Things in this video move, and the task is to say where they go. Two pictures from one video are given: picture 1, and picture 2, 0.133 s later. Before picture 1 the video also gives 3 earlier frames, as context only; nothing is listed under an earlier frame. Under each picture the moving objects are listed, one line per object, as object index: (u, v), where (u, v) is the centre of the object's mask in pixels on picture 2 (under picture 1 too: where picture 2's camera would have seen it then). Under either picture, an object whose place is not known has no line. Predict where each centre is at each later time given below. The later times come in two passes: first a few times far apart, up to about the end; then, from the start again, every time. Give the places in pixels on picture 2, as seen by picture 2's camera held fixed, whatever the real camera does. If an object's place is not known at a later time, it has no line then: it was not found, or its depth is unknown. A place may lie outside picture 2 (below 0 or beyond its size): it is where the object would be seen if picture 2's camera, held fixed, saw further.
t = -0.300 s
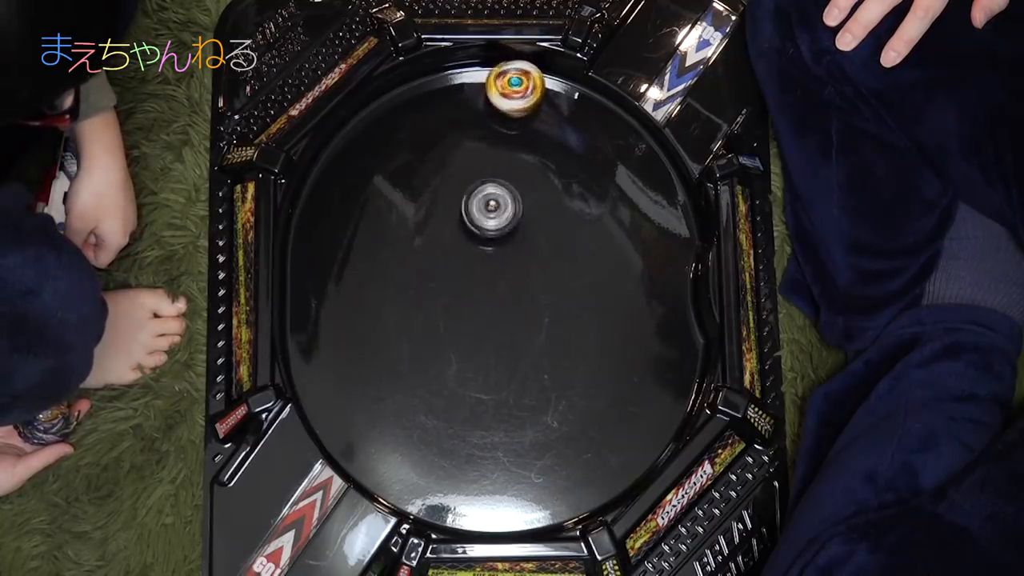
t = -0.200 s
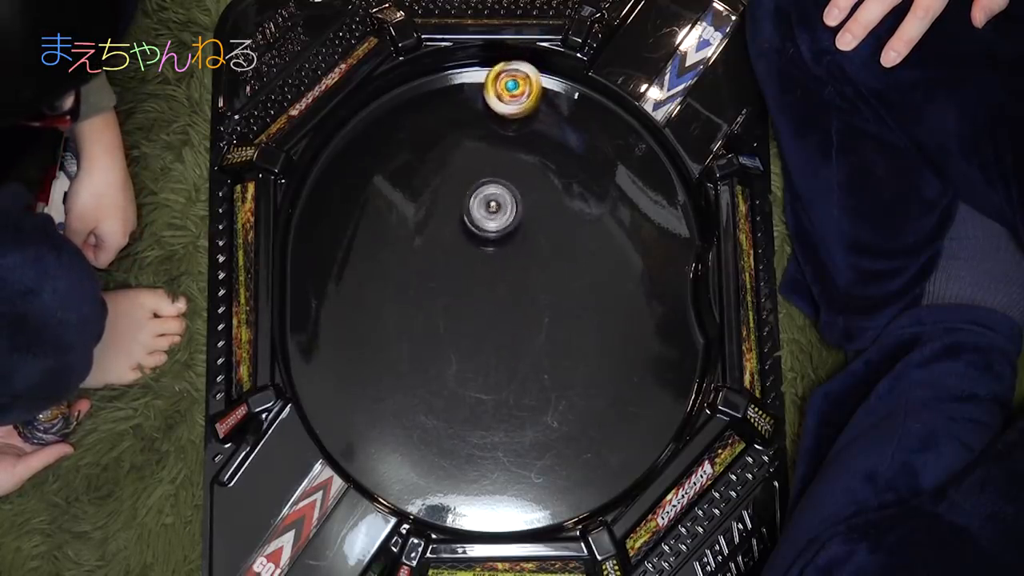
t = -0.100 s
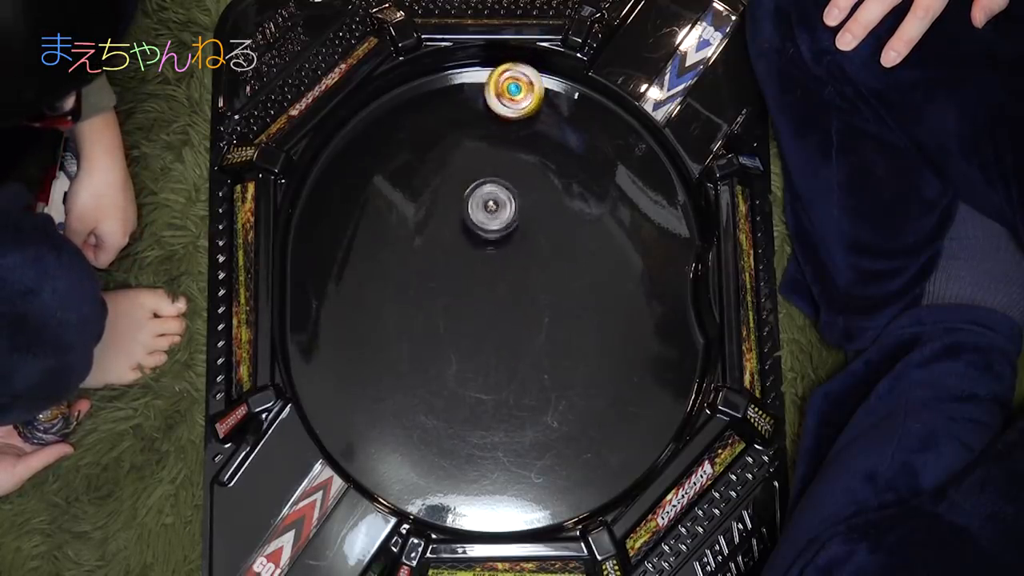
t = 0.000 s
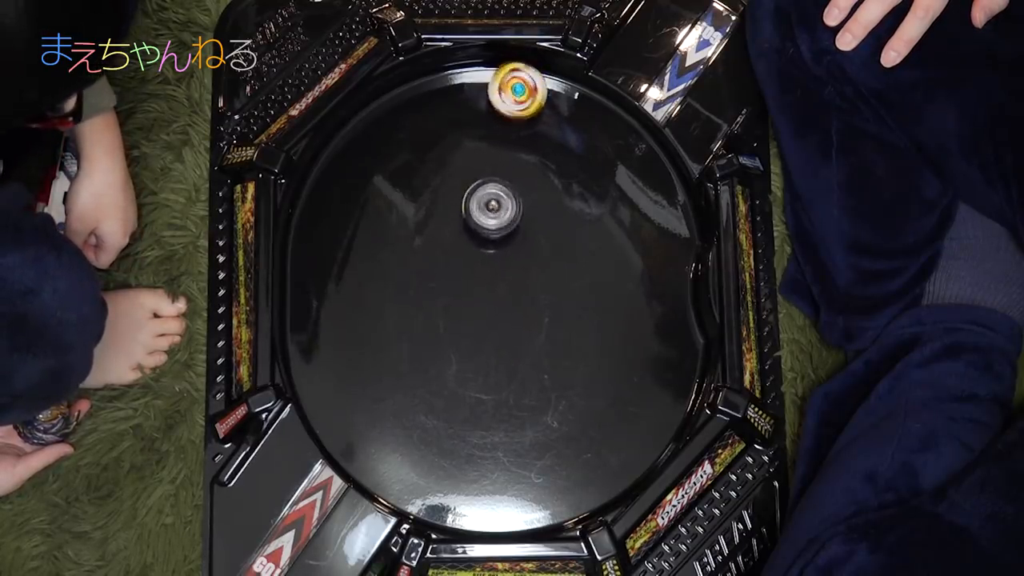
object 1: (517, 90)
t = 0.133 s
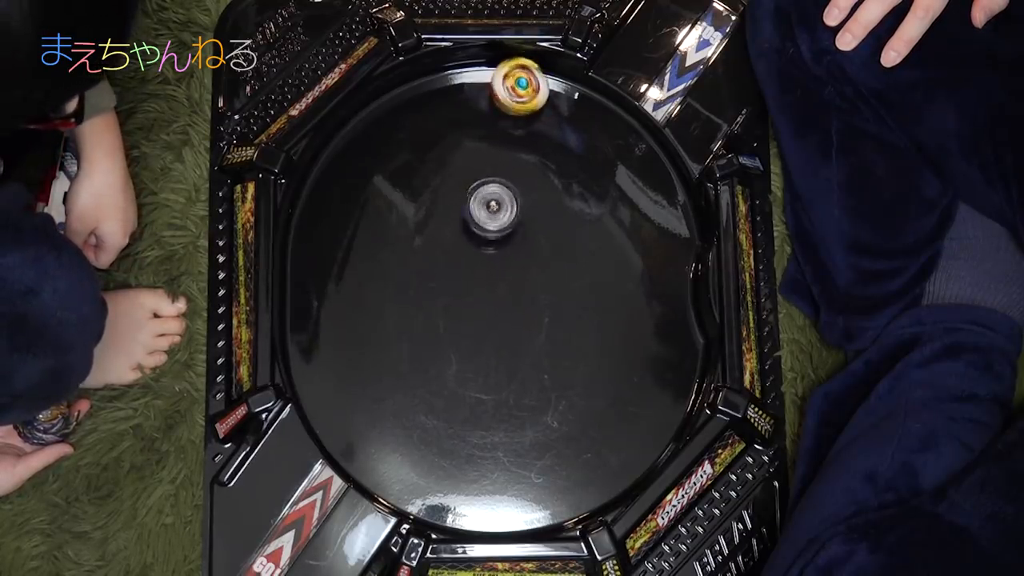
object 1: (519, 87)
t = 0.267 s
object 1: (515, 95)
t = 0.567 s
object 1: (510, 107)
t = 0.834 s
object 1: (523, 108)
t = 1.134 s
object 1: (513, 96)
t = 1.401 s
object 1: (509, 104)
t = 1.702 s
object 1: (509, 104)
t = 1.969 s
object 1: (503, 105)
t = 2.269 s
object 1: (495, 105)
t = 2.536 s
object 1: (493, 106)
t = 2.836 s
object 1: (495, 104)
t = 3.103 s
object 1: (492, 97)
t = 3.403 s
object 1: (485, 96)
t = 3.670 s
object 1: (484, 94)
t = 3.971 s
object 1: (482, 86)
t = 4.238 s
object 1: (486, 88)
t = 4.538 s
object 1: (493, 85)
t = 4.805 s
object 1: (493, 88)
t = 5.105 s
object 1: (493, 94)
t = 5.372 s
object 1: (492, 93)
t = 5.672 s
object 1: (489, 92)
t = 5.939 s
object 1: (489, 90)
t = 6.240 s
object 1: (489, 83)
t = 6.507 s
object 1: (488, 84)
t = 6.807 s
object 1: (488, 83)
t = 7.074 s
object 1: (492, 83)
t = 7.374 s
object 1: (495, 94)
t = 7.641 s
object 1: (493, 102)
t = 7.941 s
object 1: (488, 99)
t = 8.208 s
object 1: (478, 108)
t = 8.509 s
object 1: (492, 110)
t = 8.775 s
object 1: (492, 102)
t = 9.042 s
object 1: (482, 102)
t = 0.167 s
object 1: (518, 85)
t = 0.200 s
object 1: (517, 85)
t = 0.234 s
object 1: (516, 91)
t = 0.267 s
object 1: (515, 95)
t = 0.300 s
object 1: (515, 99)
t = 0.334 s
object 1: (514, 101)
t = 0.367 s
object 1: (514, 102)
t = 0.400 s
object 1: (513, 102)
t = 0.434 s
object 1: (512, 103)
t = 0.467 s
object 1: (511, 104)
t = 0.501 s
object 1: (510, 105)
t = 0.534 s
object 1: (510, 106)
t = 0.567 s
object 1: (510, 107)
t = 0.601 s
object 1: (512, 109)
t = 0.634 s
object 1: (513, 110)
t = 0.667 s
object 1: (514, 111)
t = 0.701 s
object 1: (516, 111)
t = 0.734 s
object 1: (518, 111)
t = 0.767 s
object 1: (519, 110)
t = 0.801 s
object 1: (521, 109)
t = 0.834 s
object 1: (523, 108)
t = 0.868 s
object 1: (523, 106)
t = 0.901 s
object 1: (523, 105)
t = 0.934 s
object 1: (523, 102)
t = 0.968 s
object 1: (523, 100)
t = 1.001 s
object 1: (522, 98)
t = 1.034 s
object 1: (520, 97)
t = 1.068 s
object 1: (518, 96)
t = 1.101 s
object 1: (515, 96)
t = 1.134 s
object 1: (513, 96)
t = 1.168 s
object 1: (511, 96)
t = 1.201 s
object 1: (510, 98)
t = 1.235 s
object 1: (509, 98)
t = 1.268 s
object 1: (508, 100)
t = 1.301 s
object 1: (509, 101)
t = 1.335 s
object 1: (508, 102)
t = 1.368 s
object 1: (509, 103)
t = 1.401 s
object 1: (509, 104)
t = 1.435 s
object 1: (510, 104)
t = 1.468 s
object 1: (510, 105)
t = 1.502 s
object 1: (511, 105)
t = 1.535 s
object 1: (511, 105)
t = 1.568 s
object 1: (511, 105)
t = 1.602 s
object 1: (510, 105)
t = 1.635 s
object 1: (510, 105)
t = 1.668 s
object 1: (510, 104)
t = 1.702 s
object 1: (509, 104)
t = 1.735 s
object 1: (509, 105)
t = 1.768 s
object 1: (509, 105)
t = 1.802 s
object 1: (508, 105)
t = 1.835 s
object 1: (507, 105)
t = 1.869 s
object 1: (506, 104)
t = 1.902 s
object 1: (505, 104)
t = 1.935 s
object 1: (504, 104)
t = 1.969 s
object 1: (503, 105)
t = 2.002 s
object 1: (502, 105)
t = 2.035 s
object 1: (501, 105)
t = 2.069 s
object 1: (500, 105)
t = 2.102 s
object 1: (499, 104)
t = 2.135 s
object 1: (499, 105)
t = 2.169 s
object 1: (498, 105)
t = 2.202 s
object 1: (497, 105)
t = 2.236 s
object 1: (497, 105)
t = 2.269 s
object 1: (495, 105)
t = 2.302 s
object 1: (495, 105)
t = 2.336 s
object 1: (494, 105)
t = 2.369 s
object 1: (494, 105)
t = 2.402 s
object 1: (494, 106)
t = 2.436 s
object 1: (493, 106)
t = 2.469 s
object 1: (493, 106)
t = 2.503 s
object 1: (493, 105)
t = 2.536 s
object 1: (493, 106)
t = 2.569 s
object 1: (493, 106)
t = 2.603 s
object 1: (493, 106)
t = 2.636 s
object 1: (494, 105)
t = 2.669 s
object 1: (494, 105)
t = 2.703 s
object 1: (494, 105)
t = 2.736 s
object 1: (494, 105)
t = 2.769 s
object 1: (494, 105)
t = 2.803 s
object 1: (495, 104)
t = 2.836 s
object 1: (495, 104)
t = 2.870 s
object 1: (495, 103)
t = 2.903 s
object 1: (495, 102)
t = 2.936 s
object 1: (495, 101)
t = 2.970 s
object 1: (495, 100)
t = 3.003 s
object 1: (494, 99)
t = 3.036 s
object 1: (494, 99)
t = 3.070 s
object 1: (493, 98)
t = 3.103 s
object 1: (492, 97)
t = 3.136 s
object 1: (492, 97)
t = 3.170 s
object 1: (490, 96)
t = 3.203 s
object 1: (490, 96)
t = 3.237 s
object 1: (489, 95)
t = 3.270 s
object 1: (487, 95)
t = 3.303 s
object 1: (486, 96)
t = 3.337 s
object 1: (486, 95)
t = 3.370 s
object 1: (486, 96)
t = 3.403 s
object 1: (485, 96)
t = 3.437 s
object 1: (484, 97)
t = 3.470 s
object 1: (484, 96)
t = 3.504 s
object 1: (484, 96)
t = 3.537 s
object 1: (485, 96)
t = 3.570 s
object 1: (484, 96)
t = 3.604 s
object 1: (484, 95)
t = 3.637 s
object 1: (484, 95)
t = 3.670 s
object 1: (484, 94)
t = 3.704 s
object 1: (484, 94)
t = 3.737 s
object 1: (484, 94)
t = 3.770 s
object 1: (484, 92)
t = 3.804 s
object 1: (484, 92)
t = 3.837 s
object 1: (484, 91)
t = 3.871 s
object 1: (483, 90)
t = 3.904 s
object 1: (483, 88)
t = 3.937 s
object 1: (483, 87)
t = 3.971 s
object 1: (482, 86)
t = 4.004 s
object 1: (481, 84)
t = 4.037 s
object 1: (481, 82)
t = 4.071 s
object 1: (482, 84)
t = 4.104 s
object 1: (482, 85)
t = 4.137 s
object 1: (483, 86)
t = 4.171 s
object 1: (484, 87)
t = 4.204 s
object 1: (485, 87)
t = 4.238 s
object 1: (486, 88)
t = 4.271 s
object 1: (488, 87)
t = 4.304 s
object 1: (488, 87)
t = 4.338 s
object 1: (489, 87)
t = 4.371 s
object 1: (490, 87)
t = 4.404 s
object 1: (491, 86)
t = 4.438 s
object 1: (491, 86)
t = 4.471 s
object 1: (492, 86)
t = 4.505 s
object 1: (492, 85)
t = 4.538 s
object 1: (493, 85)
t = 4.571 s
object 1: (493, 84)
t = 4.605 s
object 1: (493, 83)
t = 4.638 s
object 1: (494, 83)
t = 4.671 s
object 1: (495, 83)
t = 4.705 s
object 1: (494, 84)
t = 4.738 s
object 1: (494, 85)
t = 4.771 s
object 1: (494, 86)
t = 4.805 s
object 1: (493, 88)
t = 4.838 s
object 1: (493, 89)
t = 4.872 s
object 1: (493, 90)
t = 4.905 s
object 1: (493, 91)
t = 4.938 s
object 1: (493, 91)
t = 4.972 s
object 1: (494, 92)
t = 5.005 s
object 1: (493, 93)
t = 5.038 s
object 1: (493, 93)
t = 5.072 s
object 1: (494, 93)
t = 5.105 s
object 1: (493, 94)
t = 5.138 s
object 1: (493, 94)
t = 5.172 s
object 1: (494, 93)
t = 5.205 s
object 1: (493, 94)
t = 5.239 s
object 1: (493, 94)
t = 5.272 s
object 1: (493, 93)
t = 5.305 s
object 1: (493, 93)
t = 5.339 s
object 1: (492, 93)
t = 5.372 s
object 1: (492, 93)
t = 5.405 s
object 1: (491, 92)
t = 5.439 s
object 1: (491, 92)
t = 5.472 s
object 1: (491, 93)
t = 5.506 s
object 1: (490, 92)
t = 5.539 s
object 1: (490, 92)
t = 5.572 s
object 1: (490, 92)
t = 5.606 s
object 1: (490, 92)
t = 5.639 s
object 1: (490, 93)
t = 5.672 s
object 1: (489, 92)
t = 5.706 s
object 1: (489, 92)
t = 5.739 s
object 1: (489, 92)
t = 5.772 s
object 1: (489, 92)
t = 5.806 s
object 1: (490, 91)
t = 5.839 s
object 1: (489, 91)
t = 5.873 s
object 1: (490, 91)
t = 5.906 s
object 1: (490, 90)
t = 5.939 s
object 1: (489, 90)
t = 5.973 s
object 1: (489, 89)
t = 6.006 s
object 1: (490, 88)
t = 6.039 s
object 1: (489, 87)
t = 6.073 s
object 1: (490, 86)
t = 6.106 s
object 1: (489, 85)
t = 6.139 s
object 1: (489, 84)
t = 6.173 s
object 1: (489, 83)
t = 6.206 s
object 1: (489, 84)
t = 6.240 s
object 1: (489, 83)
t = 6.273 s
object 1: (489, 84)
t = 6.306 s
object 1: (489, 84)
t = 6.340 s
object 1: (489, 84)
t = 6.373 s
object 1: (489, 84)
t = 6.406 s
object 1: (489, 84)
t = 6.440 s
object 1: (489, 84)
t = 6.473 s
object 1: (489, 84)
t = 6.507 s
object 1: (488, 84)
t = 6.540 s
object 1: (489, 84)
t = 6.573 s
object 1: (489, 84)
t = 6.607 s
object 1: (489, 84)
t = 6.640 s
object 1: (488, 84)
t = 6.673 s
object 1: (488, 84)
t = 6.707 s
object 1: (488, 84)
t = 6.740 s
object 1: (487, 84)
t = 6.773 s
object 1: (488, 84)
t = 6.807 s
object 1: (488, 83)
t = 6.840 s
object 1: (488, 84)
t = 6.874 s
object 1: (489, 84)
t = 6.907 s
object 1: (489, 84)
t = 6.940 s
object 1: (490, 83)
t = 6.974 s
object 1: (490, 84)
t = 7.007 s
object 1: (491, 84)
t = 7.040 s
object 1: (492, 84)
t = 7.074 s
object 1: (492, 83)
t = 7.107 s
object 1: (493, 83)
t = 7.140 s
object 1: (493, 83)
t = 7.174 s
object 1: (495, 83)
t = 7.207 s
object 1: (494, 83)
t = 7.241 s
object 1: (495, 84)
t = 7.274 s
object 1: (495, 87)
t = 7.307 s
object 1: (496, 89)
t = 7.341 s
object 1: (495, 92)
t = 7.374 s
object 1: (495, 94)
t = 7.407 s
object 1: (495, 96)
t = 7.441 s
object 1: (494, 97)
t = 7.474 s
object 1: (494, 99)
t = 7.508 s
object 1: (494, 100)
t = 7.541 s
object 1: (494, 101)
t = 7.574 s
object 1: (493, 102)
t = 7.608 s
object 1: (493, 102)
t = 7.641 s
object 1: (493, 102)
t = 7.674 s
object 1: (493, 103)
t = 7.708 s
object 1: (493, 102)
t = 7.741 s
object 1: (493, 102)
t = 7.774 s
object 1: (492, 102)
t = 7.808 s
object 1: (492, 102)
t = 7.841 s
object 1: (492, 101)
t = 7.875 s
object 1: (491, 100)
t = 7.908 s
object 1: (489, 99)
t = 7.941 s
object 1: (488, 99)
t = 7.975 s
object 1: (486, 98)
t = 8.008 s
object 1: (485, 98)
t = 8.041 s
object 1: (482, 99)
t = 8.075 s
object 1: (481, 101)
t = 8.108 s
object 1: (480, 102)
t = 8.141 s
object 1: (479, 104)
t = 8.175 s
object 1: (478, 105)
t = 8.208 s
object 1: (478, 108)
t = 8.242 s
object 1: (479, 109)
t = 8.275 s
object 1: (481, 110)
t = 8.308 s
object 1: (482, 112)
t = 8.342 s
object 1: (484, 112)
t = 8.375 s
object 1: (487, 113)
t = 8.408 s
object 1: (489, 112)
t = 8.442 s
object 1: (490, 111)
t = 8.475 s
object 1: (491, 111)
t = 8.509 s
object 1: (492, 110)
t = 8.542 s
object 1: (493, 109)
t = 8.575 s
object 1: (494, 108)
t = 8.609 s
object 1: (494, 107)
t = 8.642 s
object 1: (494, 106)
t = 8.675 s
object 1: (494, 106)
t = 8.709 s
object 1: (495, 105)
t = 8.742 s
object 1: (494, 103)
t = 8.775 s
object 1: (492, 102)
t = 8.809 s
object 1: (492, 102)
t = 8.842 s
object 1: (491, 101)
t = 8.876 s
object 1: (490, 100)
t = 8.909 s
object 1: (489, 99)
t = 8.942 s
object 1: (487, 99)
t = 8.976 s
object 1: (485, 100)
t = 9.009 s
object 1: (483, 100)
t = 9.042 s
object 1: (482, 102)
